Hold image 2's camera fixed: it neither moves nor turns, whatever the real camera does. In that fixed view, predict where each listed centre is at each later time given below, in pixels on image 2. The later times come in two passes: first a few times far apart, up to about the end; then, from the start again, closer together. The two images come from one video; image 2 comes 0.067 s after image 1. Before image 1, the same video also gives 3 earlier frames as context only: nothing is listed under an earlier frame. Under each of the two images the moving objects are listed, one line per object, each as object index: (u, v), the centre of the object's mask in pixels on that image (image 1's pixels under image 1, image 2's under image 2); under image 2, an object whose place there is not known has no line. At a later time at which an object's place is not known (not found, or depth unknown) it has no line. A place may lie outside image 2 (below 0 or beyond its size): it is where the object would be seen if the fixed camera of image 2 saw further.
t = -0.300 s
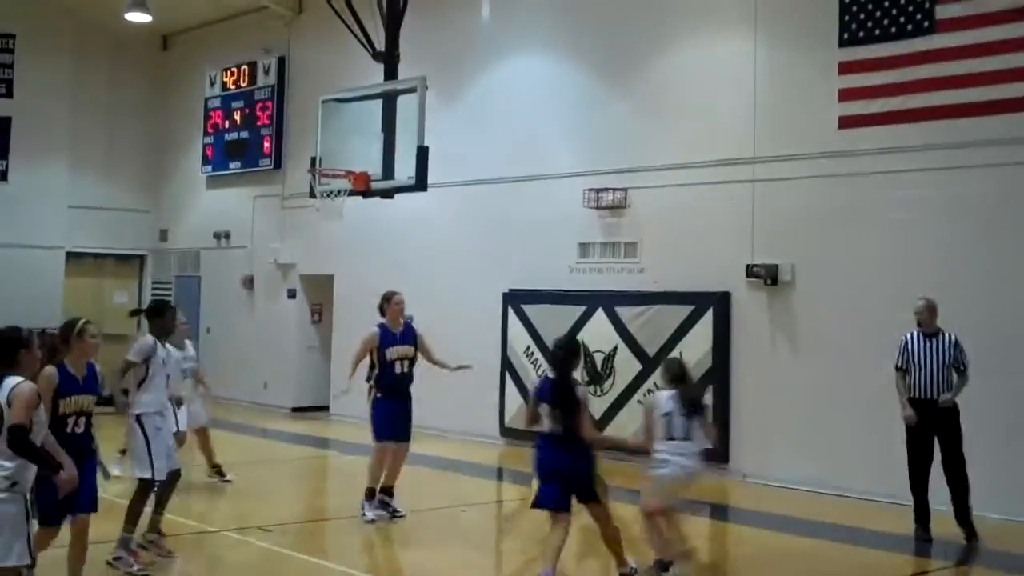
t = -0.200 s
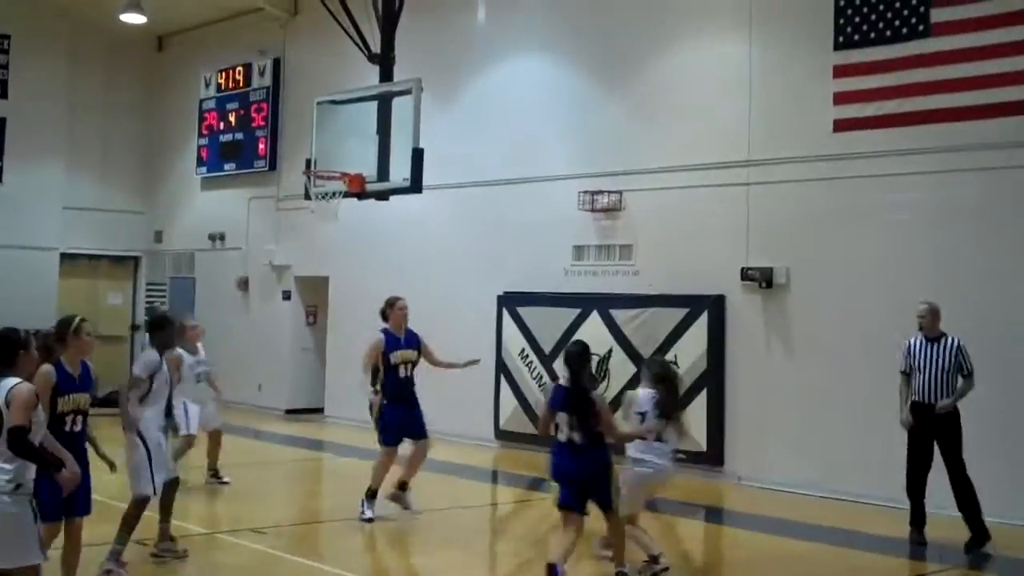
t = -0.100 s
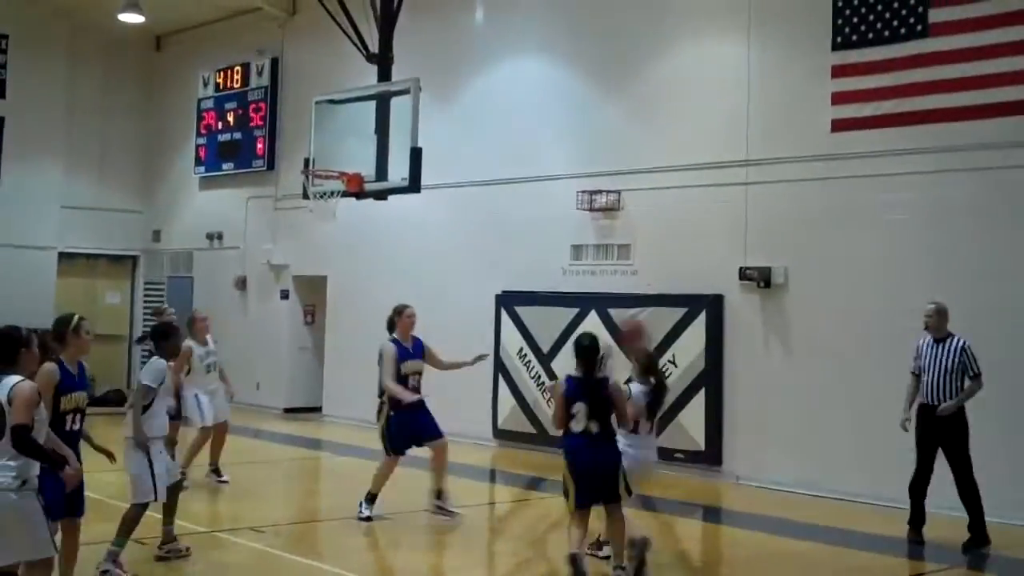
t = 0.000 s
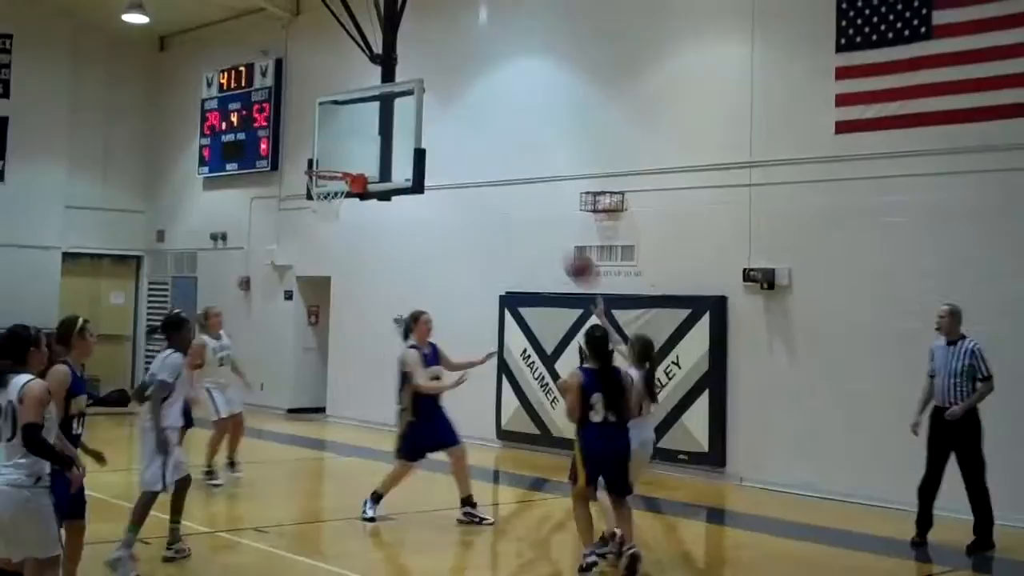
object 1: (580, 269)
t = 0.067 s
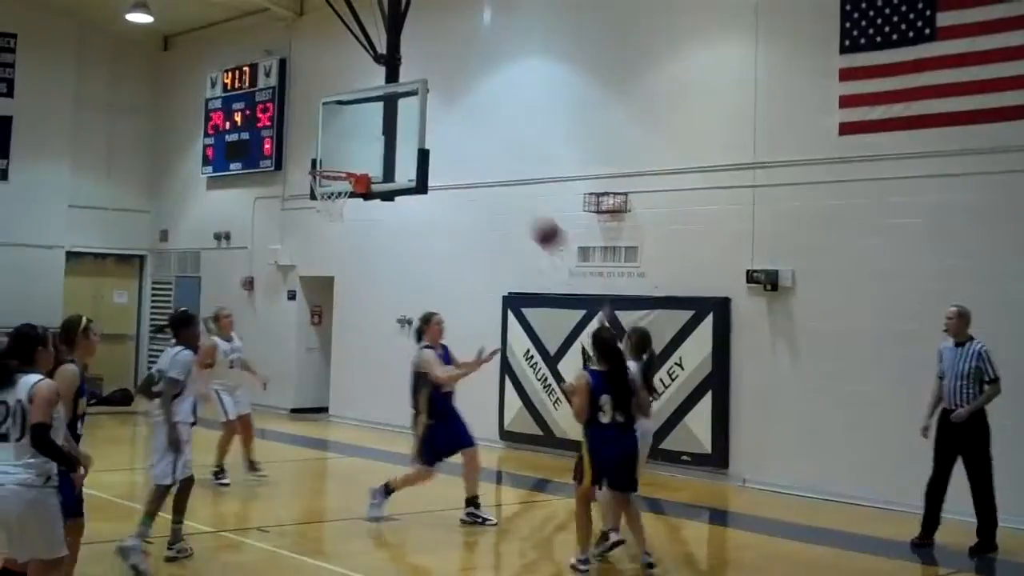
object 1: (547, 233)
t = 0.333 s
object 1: (420, 160)
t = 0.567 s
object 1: (322, 166)
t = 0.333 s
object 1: (420, 160)
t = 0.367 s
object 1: (405, 157)
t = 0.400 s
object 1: (391, 155)
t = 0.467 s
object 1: (363, 156)
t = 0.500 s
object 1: (350, 158)
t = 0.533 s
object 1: (334, 162)
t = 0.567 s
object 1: (322, 166)
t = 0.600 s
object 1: (311, 170)
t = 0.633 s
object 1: (298, 177)
